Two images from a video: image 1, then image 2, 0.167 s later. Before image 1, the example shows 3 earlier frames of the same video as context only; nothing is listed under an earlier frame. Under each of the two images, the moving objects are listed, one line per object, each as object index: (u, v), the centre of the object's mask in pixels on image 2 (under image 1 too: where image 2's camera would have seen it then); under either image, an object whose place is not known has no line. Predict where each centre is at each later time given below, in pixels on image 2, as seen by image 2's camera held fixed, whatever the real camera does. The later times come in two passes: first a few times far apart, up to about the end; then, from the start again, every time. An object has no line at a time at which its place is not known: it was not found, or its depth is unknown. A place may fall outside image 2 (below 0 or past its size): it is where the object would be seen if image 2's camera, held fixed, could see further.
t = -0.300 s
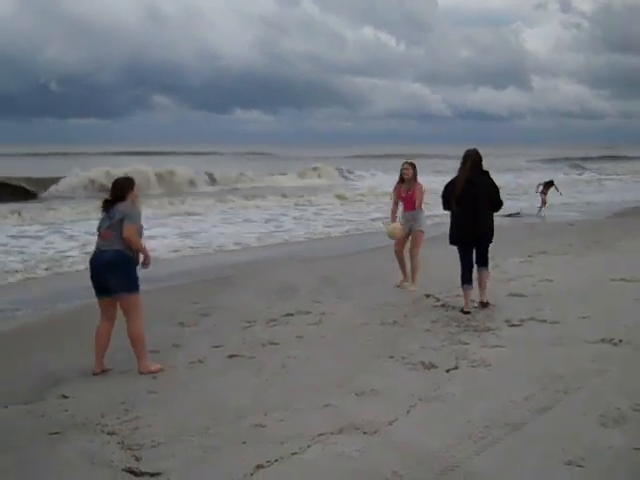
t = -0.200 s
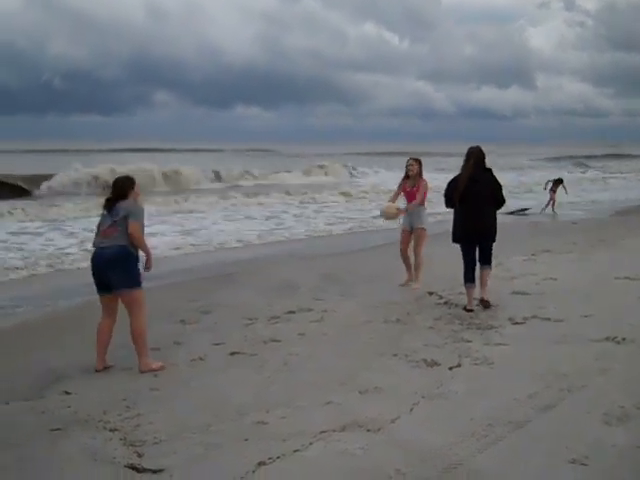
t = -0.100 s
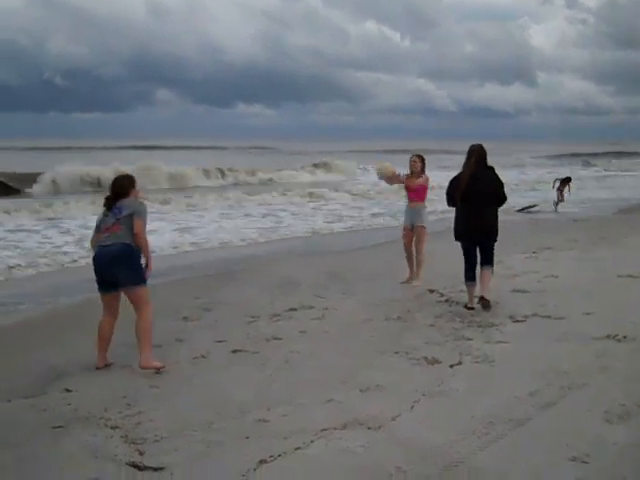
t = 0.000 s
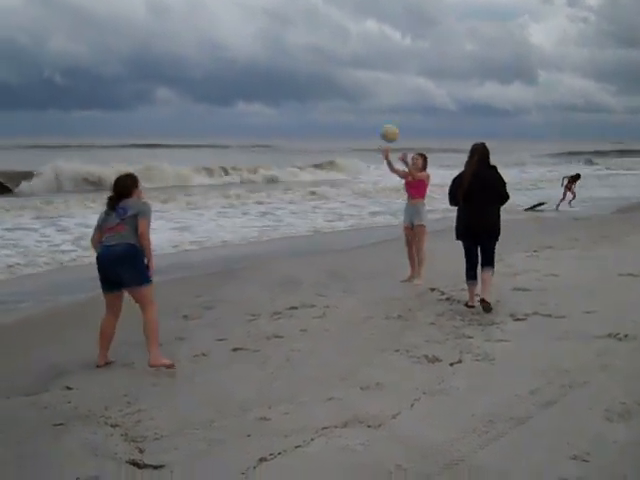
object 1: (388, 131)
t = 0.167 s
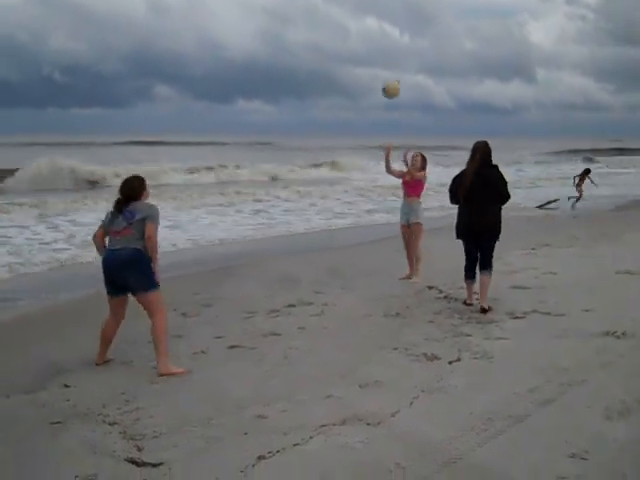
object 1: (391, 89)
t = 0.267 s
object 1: (392, 77)
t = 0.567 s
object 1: (395, 90)
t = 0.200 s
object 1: (390, 85)
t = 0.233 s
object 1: (391, 80)
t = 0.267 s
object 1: (392, 77)
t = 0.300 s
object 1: (393, 73)
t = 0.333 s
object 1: (393, 73)
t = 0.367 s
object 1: (393, 72)
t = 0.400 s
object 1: (395, 72)
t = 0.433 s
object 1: (394, 74)
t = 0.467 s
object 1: (394, 75)
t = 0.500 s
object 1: (394, 80)
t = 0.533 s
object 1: (395, 84)
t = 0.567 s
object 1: (395, 90)
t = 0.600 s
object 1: (394, 96)
